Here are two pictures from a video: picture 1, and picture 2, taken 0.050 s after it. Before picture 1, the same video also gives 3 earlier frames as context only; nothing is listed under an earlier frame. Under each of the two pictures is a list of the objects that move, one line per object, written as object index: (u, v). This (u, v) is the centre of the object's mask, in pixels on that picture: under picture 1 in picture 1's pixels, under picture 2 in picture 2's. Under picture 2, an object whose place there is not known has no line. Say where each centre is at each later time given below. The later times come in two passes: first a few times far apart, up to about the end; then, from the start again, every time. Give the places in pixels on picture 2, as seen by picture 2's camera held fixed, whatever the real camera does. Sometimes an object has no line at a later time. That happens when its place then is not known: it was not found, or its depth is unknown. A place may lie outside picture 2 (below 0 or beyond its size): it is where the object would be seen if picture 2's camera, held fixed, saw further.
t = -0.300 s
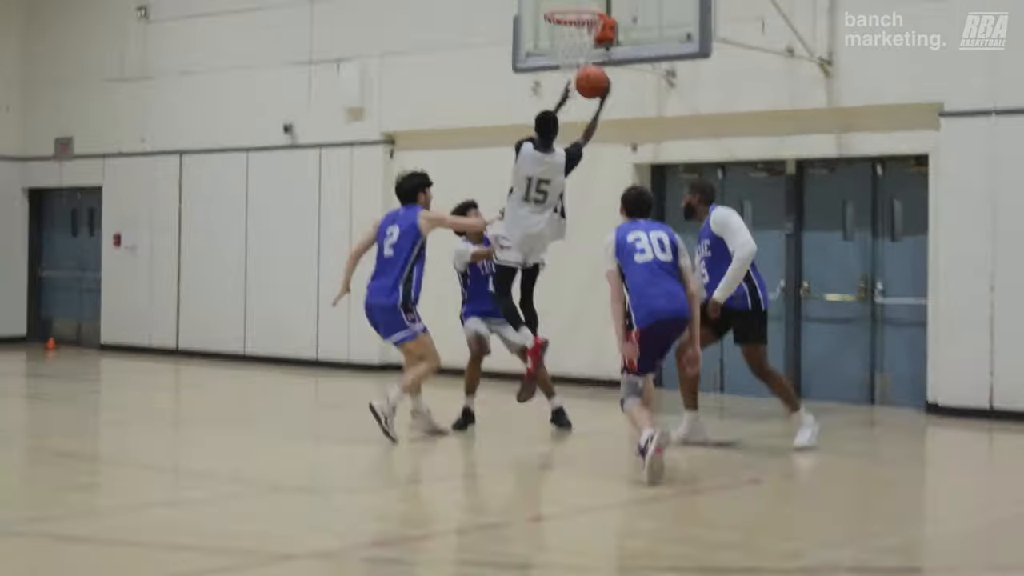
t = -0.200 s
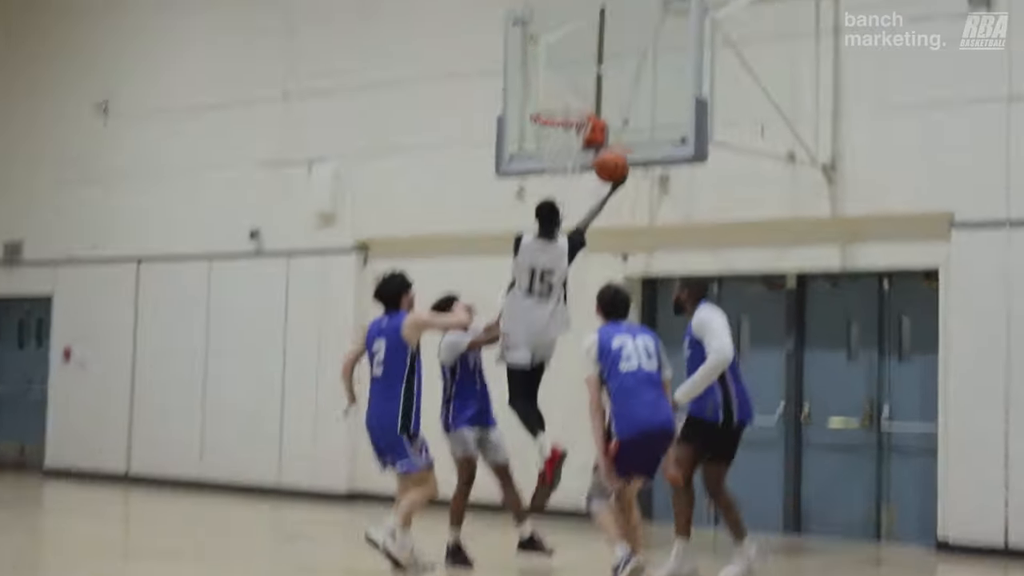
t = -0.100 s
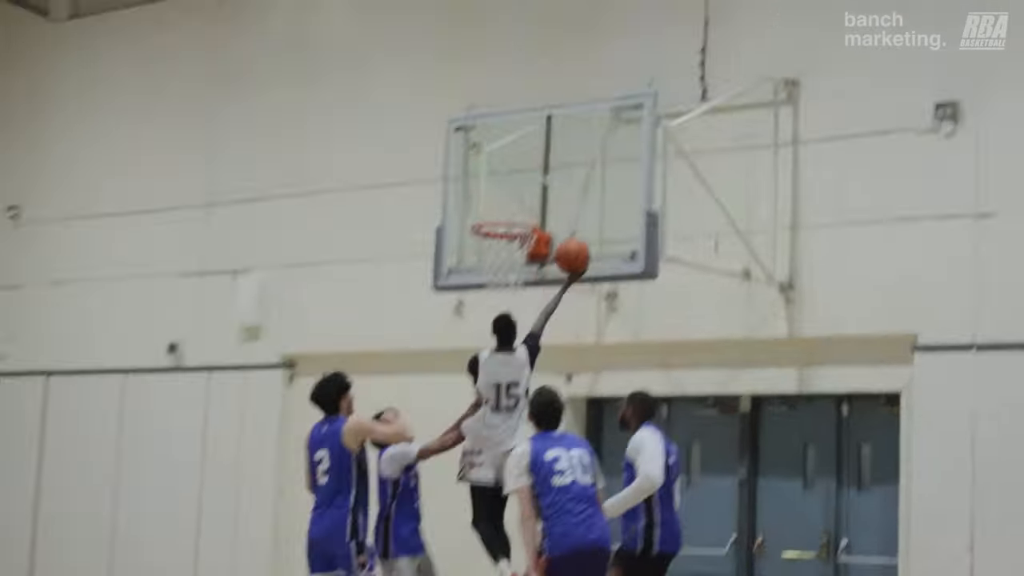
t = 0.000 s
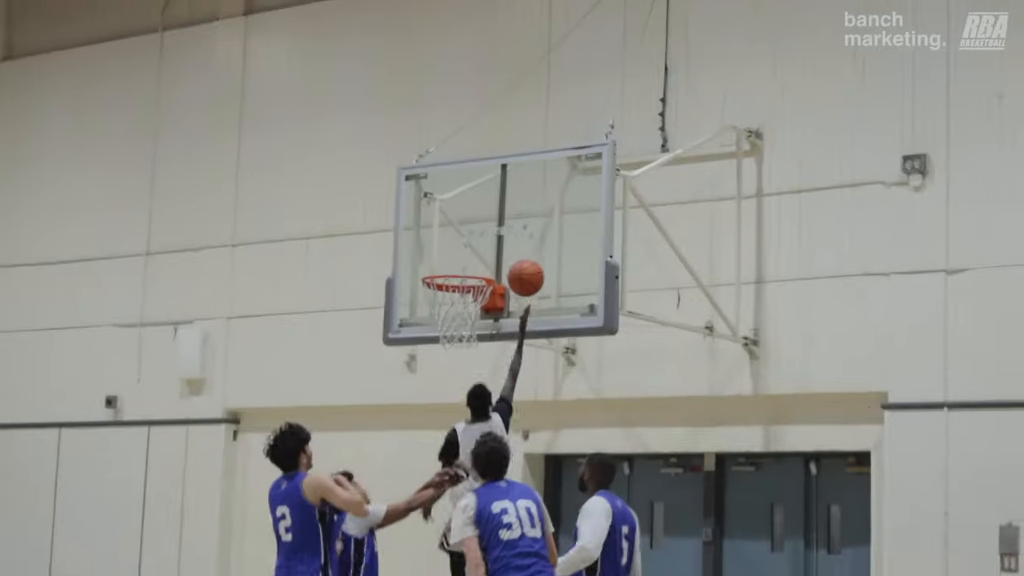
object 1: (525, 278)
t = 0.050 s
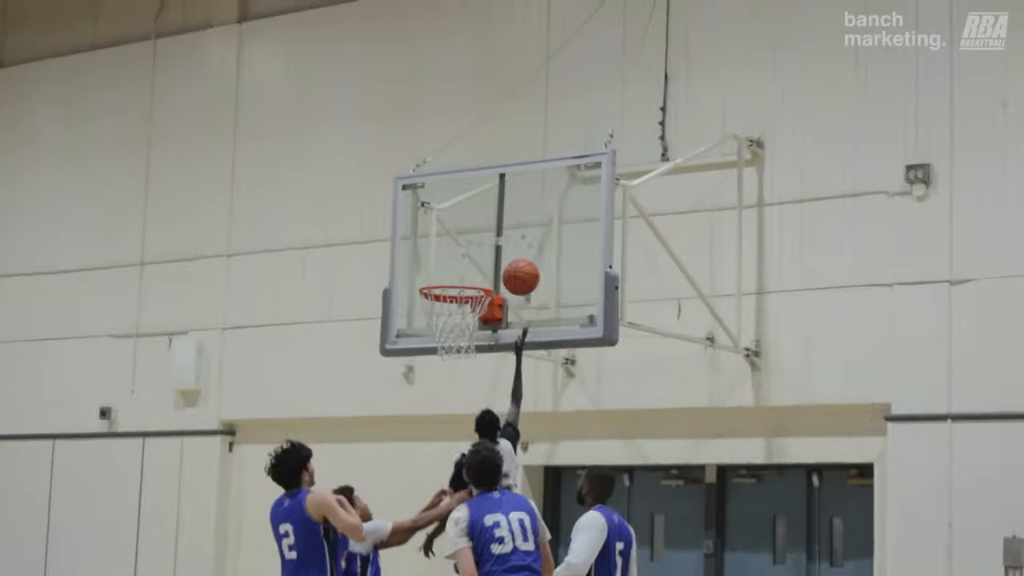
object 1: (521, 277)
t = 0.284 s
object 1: (483, 261)
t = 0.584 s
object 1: (429, 324)
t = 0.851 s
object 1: (439, 394)
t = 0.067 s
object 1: (520, 273)
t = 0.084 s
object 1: (518, 271)
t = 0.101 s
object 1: (517, 269)
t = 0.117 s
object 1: (516, 267)
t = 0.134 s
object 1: (515, 267)
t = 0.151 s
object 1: (512, 265)
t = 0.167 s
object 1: (508, 262)
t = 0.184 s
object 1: (505, 261)
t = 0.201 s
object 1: (501, 260)
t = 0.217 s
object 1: (498, 259)
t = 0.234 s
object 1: (494, 259)
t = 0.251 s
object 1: (491, 259)
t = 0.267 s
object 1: (487, 260)
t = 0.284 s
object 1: (483, 261)
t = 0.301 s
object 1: (479, 262)
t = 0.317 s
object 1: (476, 264)
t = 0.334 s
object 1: (472, 266)
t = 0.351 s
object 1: (469, 268)
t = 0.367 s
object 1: (465, 270)
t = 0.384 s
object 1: (461, 272)
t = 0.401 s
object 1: (457, 274)
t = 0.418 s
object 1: (453, 276)
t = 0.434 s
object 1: (449, 278)
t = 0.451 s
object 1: (446, 294)
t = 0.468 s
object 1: (441, 301)
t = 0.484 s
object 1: (438, 305)
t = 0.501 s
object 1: (434, 310)
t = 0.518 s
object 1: (432, 315)
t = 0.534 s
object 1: (430, 319)
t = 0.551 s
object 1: (429, 321)
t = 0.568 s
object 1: (429, 323)
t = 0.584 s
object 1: (429, 324)
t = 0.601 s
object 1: (430, 325)
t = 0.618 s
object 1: (430, 327)
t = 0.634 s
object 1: (430, 329)
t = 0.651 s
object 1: (431, 331)
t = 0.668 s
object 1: (432, 334)
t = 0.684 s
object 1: (432, 337)
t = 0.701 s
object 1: (433, 339)
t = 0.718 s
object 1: (435, 348)
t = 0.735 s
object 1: (435, 351)
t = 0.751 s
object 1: (435, 355)
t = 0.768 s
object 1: (436, 360)
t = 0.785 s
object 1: (436, 366)
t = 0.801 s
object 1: (438, 372)
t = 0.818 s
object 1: (438, 379)
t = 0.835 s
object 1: (439, 386)
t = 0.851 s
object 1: (439, 394)
